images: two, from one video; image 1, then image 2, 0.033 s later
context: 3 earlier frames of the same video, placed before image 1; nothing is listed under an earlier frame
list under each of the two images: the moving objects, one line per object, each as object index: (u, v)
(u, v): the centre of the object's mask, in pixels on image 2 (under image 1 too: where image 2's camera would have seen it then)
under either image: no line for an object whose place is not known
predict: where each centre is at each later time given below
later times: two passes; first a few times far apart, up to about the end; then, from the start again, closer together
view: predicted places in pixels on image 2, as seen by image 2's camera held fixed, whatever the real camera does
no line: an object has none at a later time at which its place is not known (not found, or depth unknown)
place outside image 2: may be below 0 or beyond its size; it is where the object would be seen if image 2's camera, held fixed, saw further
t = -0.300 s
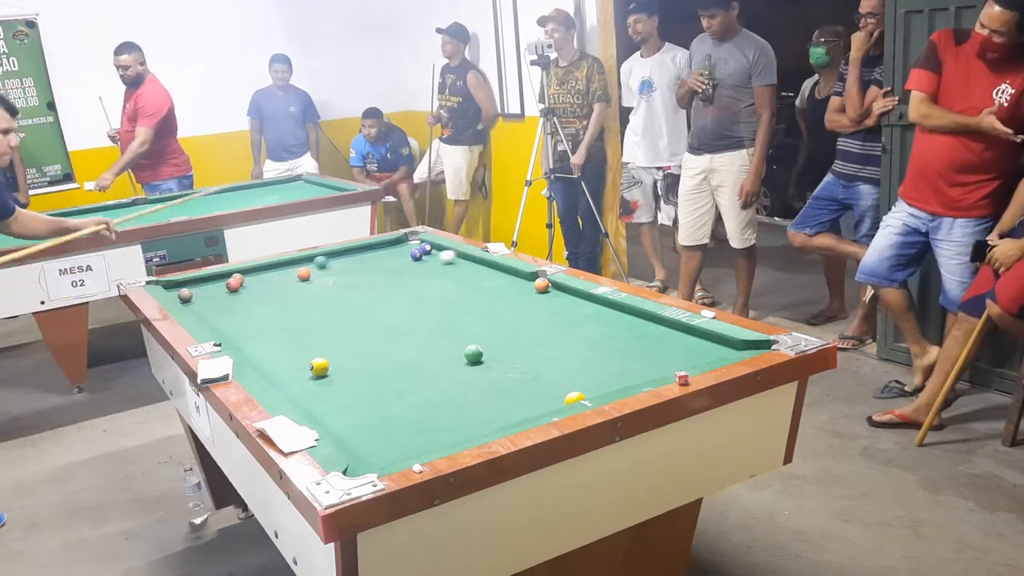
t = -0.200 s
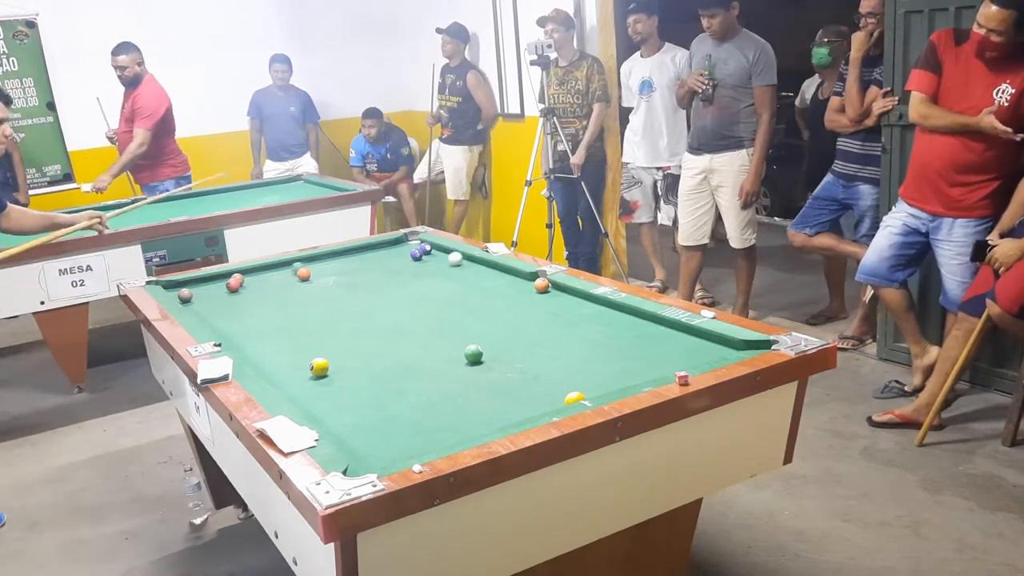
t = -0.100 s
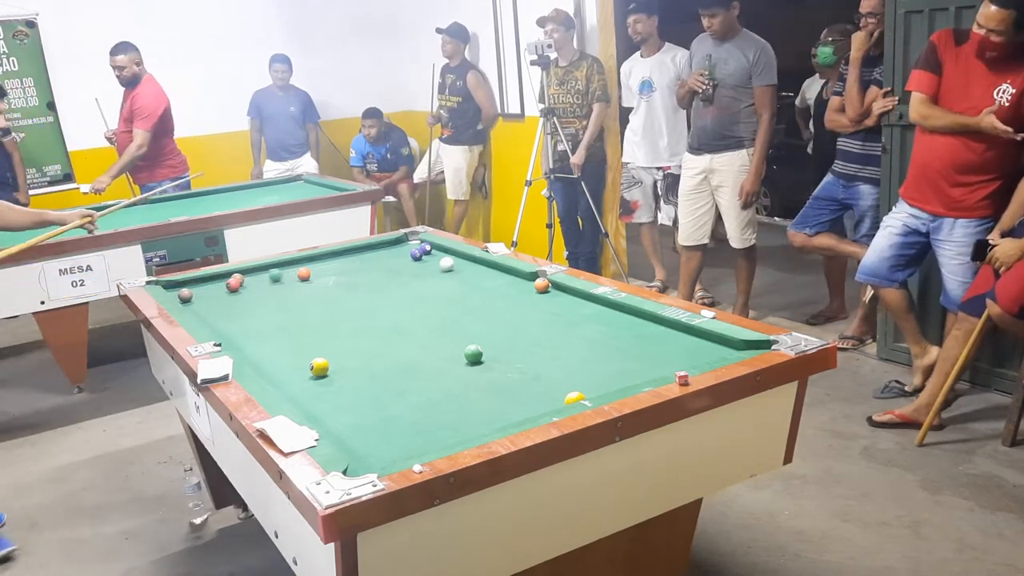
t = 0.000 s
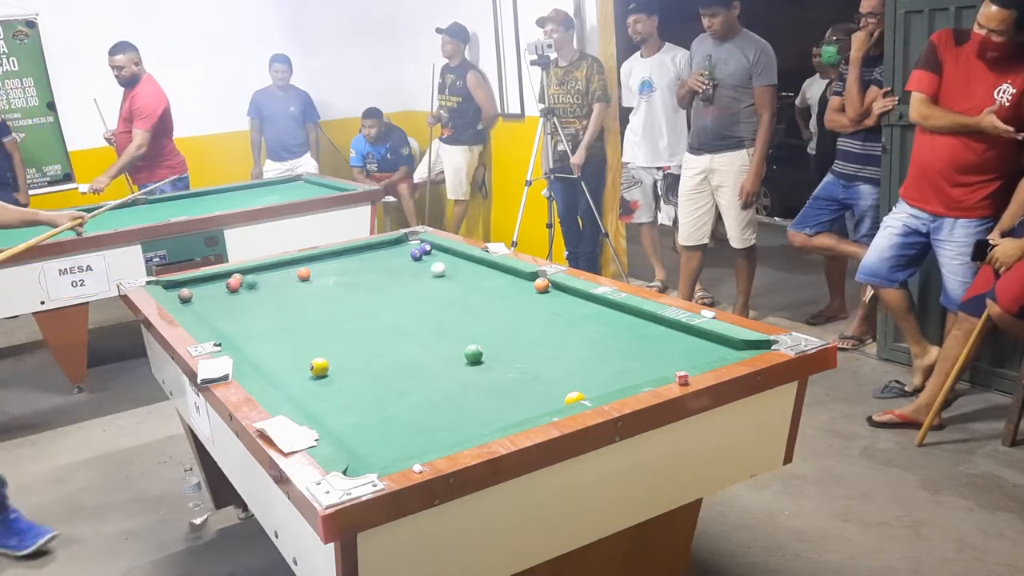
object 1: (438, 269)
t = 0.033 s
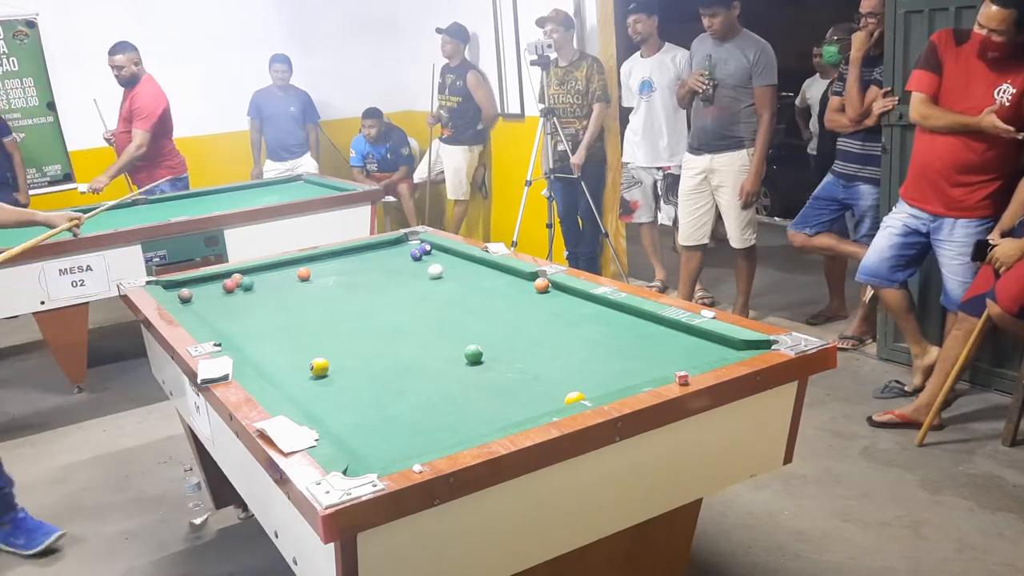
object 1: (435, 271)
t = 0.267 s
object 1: (414, 284)
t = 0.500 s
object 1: (392, 298)
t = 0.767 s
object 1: (365, 314)
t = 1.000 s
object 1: (340, 330)
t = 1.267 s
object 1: (310, 348)
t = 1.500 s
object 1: (281, 366)
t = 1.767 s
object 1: (287, 374)
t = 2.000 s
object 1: (314, 374)
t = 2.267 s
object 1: (343, 374)
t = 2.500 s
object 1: (365, 374)
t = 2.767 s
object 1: (390, 374)
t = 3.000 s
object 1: (409, 374)
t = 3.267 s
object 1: (427, 374)
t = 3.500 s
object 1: (442, 373)
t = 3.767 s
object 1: (455, 373)
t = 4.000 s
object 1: (465, 373)
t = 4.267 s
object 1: (473, 372)
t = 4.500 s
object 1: (478, 372)
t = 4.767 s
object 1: (480, 372)
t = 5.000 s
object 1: (480, 372)
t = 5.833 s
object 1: (475, 370)
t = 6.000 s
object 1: (480, 372)
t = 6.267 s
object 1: (480, 372)
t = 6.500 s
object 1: (480, 371)
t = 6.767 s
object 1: (481, 371)
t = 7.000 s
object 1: (480, 371)
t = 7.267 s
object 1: (480, 374)
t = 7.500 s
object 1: (480, 372)
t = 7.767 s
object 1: (480, 372)
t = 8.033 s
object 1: (480, 372)
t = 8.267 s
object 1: (480, 372)
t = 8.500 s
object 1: (481, 372)
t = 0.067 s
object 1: (432, 273)
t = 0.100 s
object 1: (429, 275)
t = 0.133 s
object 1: (426, 276)
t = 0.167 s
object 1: (423, 278)
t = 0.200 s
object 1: (420, 280)
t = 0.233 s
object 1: (417, 282)
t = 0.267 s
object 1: (414, 284)
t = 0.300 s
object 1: (411, 286)
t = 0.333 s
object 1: (408, 287)
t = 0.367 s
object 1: (405, 290)
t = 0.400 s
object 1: (402, 292)
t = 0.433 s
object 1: (399, 294)
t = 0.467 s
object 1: (395, 296)
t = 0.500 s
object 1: (392, 298)
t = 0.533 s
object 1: (389, 299)
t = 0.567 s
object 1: (386, 302)
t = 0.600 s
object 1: (382, 304)
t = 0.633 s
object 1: (379, 306)
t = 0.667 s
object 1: (375, 308)
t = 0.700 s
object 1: (372, 310)
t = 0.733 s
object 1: (368, 312)
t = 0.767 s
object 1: (365, 314)
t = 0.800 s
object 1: (362, 317)
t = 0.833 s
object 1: (358, 319)
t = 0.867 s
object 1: (355, 321)
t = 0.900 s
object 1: (351, 323)
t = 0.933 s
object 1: (348, 325)
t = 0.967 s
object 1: (344, 327)
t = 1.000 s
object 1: (340, 330)
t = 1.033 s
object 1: (336, 332)
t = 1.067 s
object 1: (333, 335)
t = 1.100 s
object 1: (329, 337)
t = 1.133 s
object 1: (325, 339)
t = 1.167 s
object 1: (321, 342)
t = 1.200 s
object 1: (317, 343)
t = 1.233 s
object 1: (313, 346)
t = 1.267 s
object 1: (310, 348)
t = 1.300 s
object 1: (306, 351)
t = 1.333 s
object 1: (302, 353)
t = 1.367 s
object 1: (297, 356)
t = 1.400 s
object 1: (293, 358)
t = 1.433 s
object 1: (289, 361)
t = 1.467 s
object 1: (286, 363)
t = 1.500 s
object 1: (281, 366)
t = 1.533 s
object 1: (277, 368)
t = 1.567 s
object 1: (273, 371)
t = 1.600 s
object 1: (269, 373)
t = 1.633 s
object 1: (270, 374)
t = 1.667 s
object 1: (274, 375)
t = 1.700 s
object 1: (278, 375)
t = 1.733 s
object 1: (282, 375)
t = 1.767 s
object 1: (287, 374)
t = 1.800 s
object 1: (291, 374)
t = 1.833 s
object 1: (295, 374)
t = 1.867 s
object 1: (298, 374)
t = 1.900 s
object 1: (302, 374)
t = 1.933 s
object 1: (306, 374)
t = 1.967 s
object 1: (310, 374)
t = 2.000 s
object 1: (314, 374)
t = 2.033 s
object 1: (318, 375)
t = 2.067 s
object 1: (322, 375)
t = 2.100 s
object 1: (325, 374)
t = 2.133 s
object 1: (329, 374)
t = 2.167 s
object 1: (332, 374)
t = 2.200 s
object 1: (336, 374)
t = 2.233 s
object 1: (339, 374)
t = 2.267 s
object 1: (343, 374)
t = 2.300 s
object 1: (346, 374)
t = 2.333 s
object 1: (349, 374)
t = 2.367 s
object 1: (353, 374)
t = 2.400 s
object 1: (356, 374)
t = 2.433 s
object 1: (359, 374)
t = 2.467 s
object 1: (362, 374)
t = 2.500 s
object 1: (365, 374)
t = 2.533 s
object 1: (369, 374)
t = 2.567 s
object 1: (372, 374)
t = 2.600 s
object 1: (375, 374)
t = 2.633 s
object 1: (378, 374)
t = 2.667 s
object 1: (381, 374)
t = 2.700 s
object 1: (384, 374)
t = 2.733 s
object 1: (387, 374)
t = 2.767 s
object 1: (390, 374)
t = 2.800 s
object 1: (392, 374)
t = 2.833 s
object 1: (395, 374)
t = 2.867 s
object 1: (398, 374)
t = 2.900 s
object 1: (401, 374)
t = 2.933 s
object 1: (403, 374)
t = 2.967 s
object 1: (406, 374)
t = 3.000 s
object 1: (409, 374)
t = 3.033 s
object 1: (411, 374)
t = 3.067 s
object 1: (413, 374)
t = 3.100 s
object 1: (416, 374)
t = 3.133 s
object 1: (418, 374)
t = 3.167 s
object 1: (421, 374)
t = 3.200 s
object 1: (423, 374)
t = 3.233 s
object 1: (425, 373)
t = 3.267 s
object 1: (427, 374)
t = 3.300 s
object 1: (429, 373)
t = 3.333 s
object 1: (431, 373)
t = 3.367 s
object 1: (434, 374)
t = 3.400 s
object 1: (436, 374)
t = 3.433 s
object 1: (438, 374)
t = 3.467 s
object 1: (440, 373)
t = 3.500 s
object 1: (442, 373)
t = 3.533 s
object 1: (444, 373)
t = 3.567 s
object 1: (445, 373)
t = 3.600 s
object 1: (447, 373)
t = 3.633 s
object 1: (449, 373)
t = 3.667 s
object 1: (450, 373)
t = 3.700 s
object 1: (452, 373)
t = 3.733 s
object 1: (453, 373)
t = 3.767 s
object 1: (455, 373)
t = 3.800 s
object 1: (457, 373)
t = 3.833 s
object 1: (458, 373)
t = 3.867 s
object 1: (460, 373)
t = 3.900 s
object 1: (461, 373)
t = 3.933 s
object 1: (462, 372)
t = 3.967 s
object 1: (464, 373)
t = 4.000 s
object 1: (465, 373)
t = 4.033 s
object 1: (466, 373)
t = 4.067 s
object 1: (467, 373)
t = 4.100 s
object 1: (468, 372)
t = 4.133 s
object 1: (470, 372)
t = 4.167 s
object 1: (471, 372)
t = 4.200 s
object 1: (472, 372)
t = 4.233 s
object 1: (472, 372)
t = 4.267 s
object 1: (473, 372)
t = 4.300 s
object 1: (474, 372)
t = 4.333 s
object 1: (475, 372)
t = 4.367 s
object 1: (476, 372)
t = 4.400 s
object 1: (476, 372)
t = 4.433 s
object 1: (476, 372)
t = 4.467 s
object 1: (477, 372)
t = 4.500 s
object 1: (478, 372)
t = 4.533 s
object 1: (478, 372)
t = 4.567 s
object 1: (479, 372)
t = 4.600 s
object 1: (479, 372)
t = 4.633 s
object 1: (479, 372)
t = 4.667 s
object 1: (480, 372)
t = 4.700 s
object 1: (480, 372)
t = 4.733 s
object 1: (480, 372)
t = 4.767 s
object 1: (480, 372)
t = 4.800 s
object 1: (480, 372)
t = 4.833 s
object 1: (480, 372)
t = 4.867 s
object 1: (480, 372)
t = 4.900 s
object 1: (480, 372)
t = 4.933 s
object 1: (480, 372)
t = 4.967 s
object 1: (480, 372)
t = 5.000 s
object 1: (480, 372)
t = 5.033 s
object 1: (480, 372)
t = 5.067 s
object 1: (481, 372)
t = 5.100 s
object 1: (480, 372)
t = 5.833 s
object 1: (475, 370)
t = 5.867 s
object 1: (479, 371)
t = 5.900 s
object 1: (481, 371)
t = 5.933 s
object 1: (481, 371)
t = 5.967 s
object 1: (480, 372)
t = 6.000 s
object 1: (480, 372)
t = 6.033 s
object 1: (480, 372)
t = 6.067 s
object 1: (480, 372)
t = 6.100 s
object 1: (480, 371)
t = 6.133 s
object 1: (480, 371)
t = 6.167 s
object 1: (480, 372)
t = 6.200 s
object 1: (480, 372)
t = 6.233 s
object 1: (480, 372)
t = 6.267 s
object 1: (480, 372)
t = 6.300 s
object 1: (480, 372)
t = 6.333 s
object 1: (480, 372)
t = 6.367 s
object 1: (480, 372)
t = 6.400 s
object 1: (481, 371)
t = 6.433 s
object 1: (480, 372)
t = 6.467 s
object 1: (480, 371)
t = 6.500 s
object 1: (480, 371)
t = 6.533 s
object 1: (480, 371)
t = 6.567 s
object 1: (481, 371)
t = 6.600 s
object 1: (480, 372)
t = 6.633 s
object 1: (480, 371)
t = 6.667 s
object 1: (480, 372)
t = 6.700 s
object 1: (481, 372)
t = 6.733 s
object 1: (481, 371)
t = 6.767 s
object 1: (481, 371)
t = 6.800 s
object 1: (481, 371)
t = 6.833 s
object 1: (480, 371)
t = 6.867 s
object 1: (481, 371)
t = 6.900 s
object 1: (481, 371)
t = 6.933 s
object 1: (481, 372)
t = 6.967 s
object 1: (480, 372)
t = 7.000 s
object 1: (480, 371)
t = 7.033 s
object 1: (480, 371)
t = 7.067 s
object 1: (480, 371)
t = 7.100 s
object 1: (480, 372)
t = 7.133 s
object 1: (480, 372)
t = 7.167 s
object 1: (480, 372)
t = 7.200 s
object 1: (480, 373)
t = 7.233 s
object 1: (480, 373)
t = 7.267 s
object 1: (480, 374)
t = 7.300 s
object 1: (480, 374)
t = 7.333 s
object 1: (480, 373)
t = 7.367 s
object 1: (480, 372)
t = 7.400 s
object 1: (480, 372)
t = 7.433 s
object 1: (480, 372)
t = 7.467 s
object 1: (480, 372)
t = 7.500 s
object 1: (480, 372)
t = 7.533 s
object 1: (480, 372)
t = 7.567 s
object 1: (480, 372)
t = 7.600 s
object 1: (480, 372)
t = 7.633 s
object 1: (480, 372)
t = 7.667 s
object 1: (480, 372)
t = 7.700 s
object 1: (480, 372)
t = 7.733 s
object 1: (480, 372)
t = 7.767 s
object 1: (480, 372)
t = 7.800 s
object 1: (480, 372)
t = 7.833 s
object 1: (480, 372)
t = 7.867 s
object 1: (480, 372)
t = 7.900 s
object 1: (480, 372)
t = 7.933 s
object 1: (480, 372)
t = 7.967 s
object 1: (480, 372)
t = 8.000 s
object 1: (480, 372)
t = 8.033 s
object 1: (480, 372)
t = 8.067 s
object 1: (480, 372)
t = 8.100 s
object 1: (481, 372)
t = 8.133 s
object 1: (480, 372)
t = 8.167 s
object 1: (480, 372)
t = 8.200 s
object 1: (480, 372)
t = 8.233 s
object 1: (480, 372)
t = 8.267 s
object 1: (480, 372)
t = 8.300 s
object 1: (480, 372)
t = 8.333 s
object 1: (480, 372)
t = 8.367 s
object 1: (480, 372)
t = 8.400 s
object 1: (480, 372)
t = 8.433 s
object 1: (480, 372)
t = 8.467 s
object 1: (480, 372)
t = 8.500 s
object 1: (481, 372)
